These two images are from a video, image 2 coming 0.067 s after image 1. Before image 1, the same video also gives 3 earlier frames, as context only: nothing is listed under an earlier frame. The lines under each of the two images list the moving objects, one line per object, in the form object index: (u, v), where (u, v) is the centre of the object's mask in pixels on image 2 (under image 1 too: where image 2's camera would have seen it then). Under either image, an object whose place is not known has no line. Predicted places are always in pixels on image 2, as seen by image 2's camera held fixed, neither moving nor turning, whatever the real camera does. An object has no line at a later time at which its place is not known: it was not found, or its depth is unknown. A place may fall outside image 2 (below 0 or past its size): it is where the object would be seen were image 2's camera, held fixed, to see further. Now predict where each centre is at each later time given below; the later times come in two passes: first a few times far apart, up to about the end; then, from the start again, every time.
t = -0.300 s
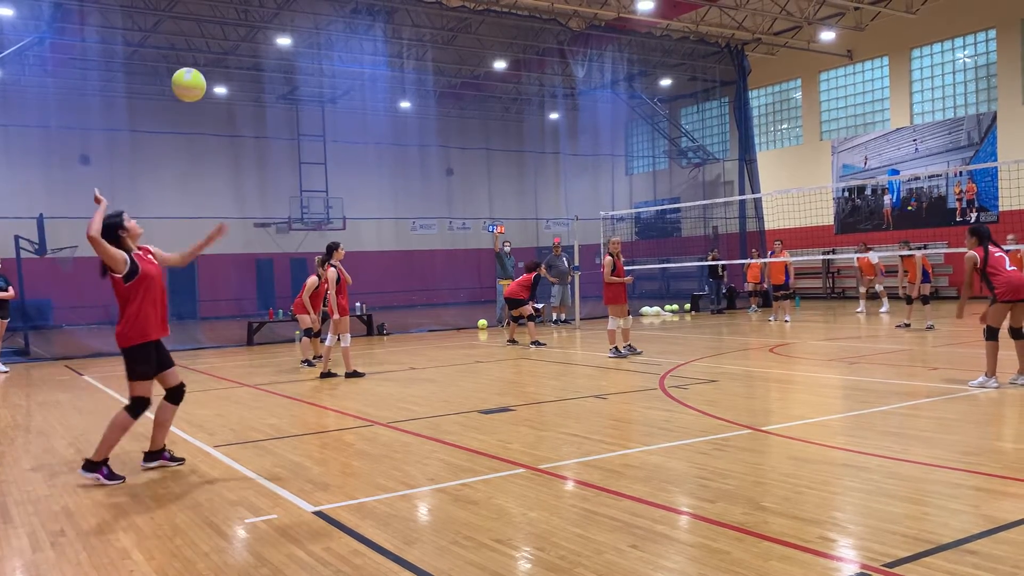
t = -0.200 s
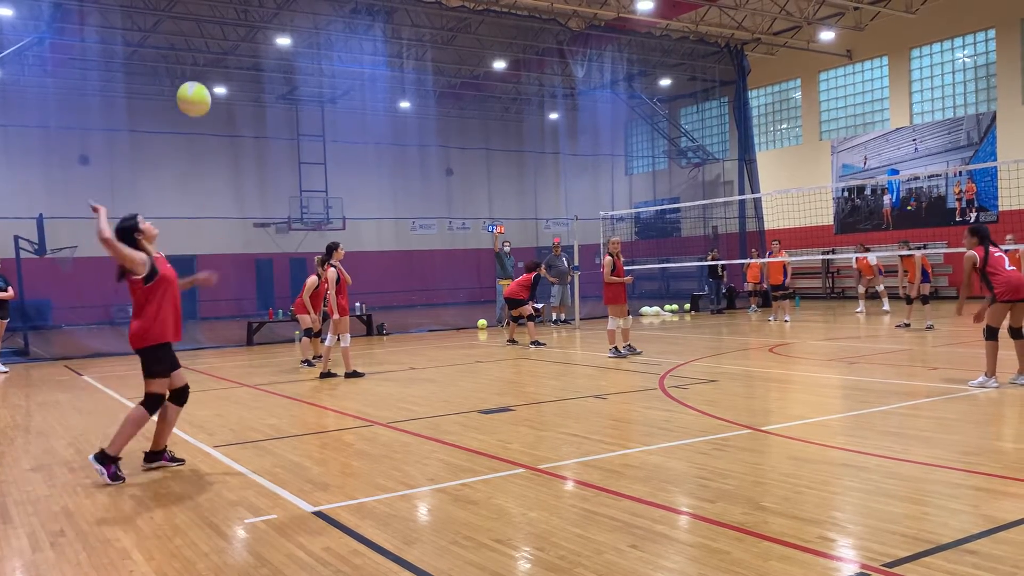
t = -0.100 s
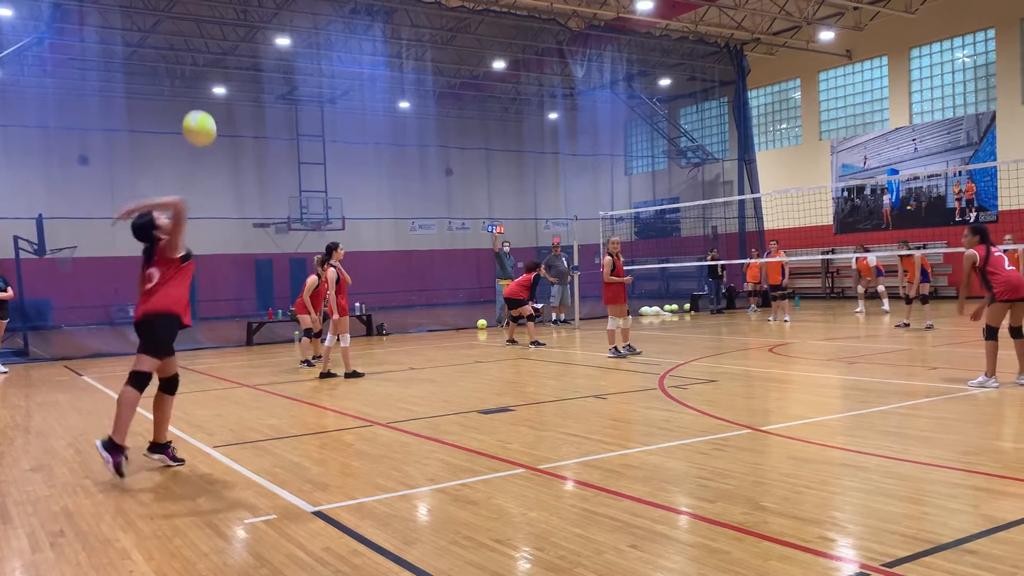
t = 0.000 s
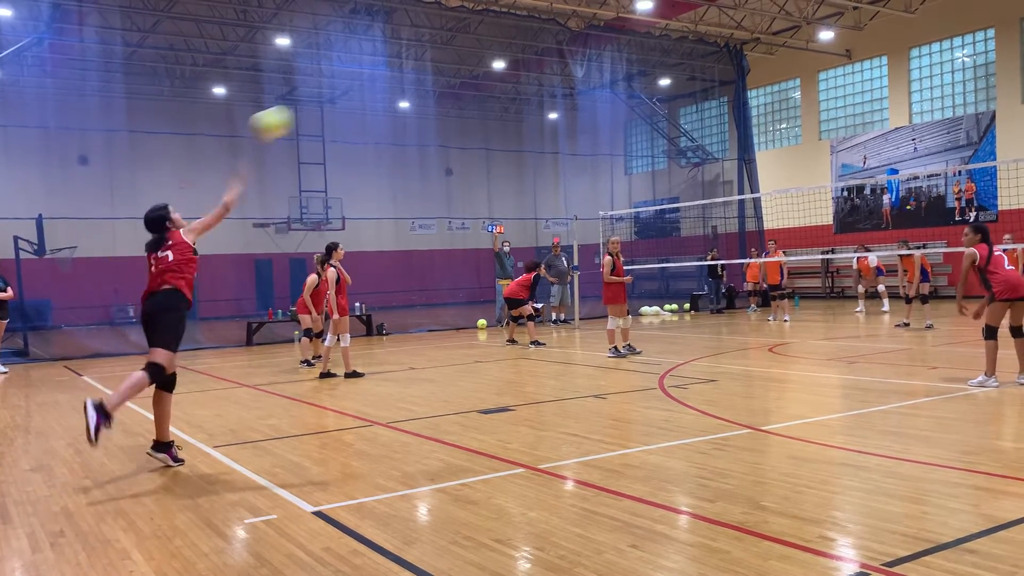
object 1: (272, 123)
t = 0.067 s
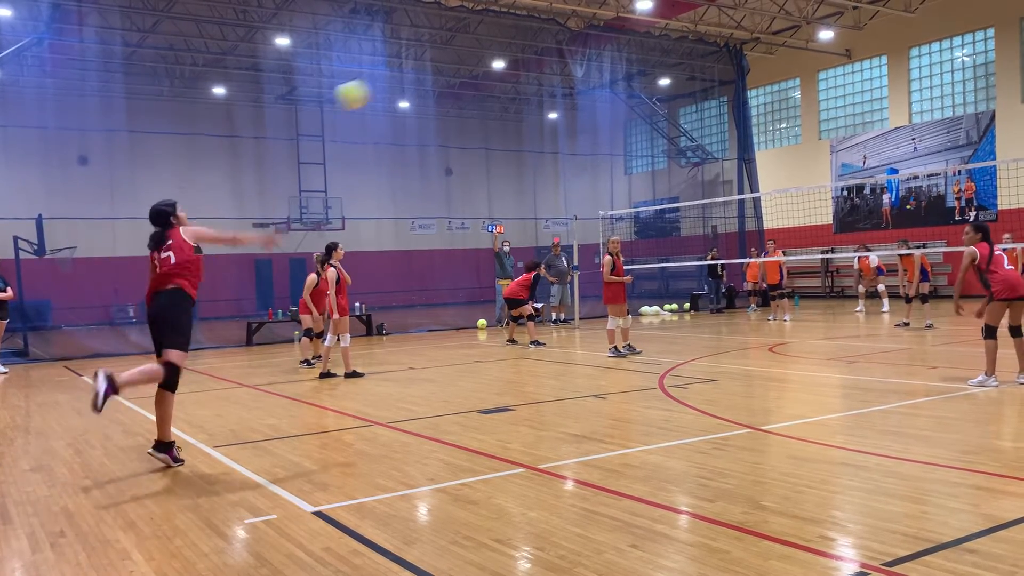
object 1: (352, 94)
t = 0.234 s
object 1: (493, 61)
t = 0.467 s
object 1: (615, 62)
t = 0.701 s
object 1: (696, 92)
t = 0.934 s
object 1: (754, 138)
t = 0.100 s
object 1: (385, 85)
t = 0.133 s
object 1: (417, 76)
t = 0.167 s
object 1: (444, 70)
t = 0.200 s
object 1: (470, 65)
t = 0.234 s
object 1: (493, 61)
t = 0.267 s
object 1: (515, 59)
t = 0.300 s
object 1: (534, 57)
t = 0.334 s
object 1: (553, 57)
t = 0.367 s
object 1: (570, 57)
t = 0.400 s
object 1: (587, 58)
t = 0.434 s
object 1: (601, 60)
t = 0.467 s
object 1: (615, 62)
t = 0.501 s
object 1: (629, 65)
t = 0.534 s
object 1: (642, 68)
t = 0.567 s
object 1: (654, 72)
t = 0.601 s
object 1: (666, 77)
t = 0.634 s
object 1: (677, 82)
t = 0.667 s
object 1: (687, 87)
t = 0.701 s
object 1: (696, 92)
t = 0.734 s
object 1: (705, 99)
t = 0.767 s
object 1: (714, 104)
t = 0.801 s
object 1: (724, 112)
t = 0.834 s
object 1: (732, 118)
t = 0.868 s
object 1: (740, 125)
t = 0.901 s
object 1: (747, 132)
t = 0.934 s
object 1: (754, 138)
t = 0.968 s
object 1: (762, 147)
